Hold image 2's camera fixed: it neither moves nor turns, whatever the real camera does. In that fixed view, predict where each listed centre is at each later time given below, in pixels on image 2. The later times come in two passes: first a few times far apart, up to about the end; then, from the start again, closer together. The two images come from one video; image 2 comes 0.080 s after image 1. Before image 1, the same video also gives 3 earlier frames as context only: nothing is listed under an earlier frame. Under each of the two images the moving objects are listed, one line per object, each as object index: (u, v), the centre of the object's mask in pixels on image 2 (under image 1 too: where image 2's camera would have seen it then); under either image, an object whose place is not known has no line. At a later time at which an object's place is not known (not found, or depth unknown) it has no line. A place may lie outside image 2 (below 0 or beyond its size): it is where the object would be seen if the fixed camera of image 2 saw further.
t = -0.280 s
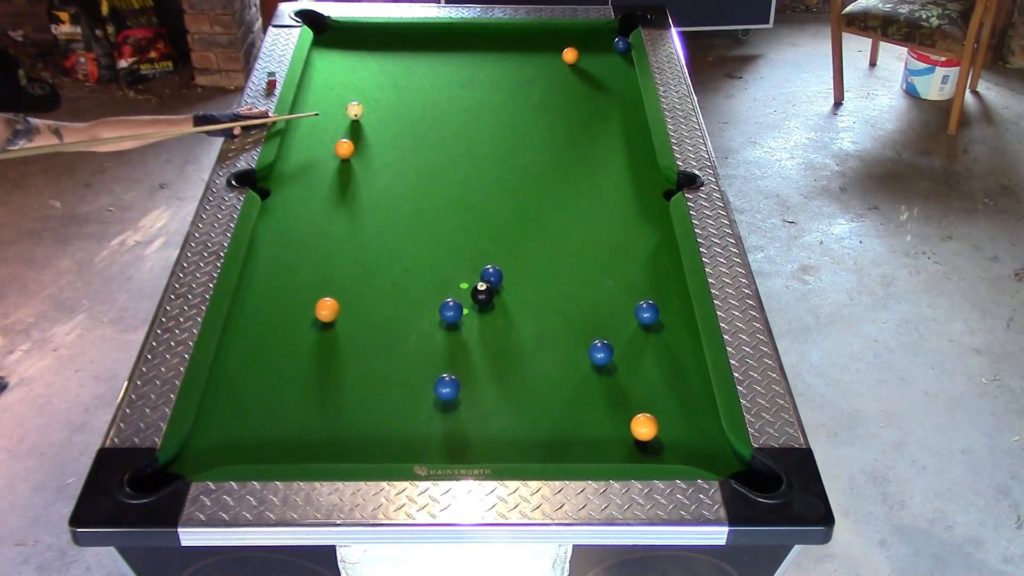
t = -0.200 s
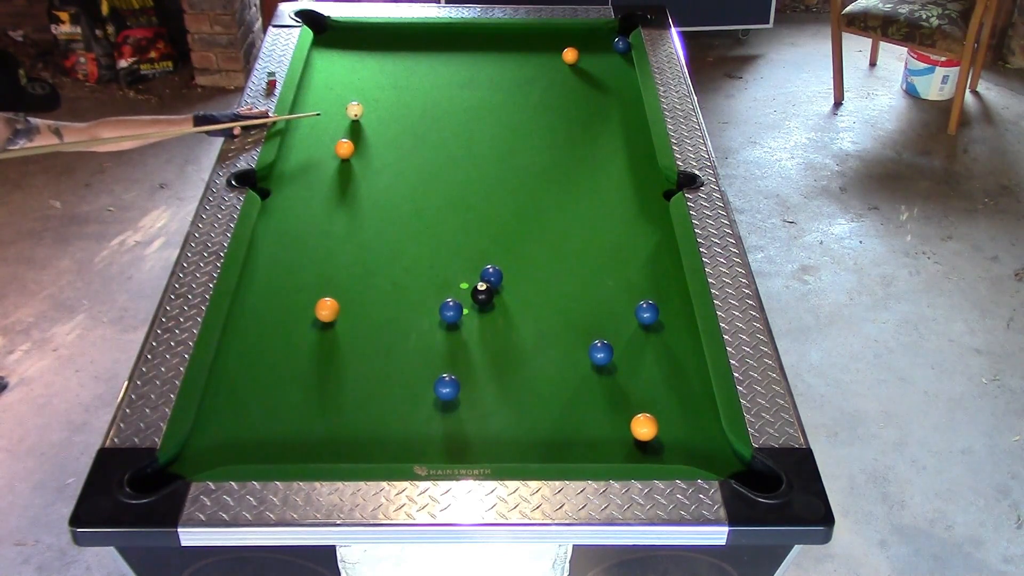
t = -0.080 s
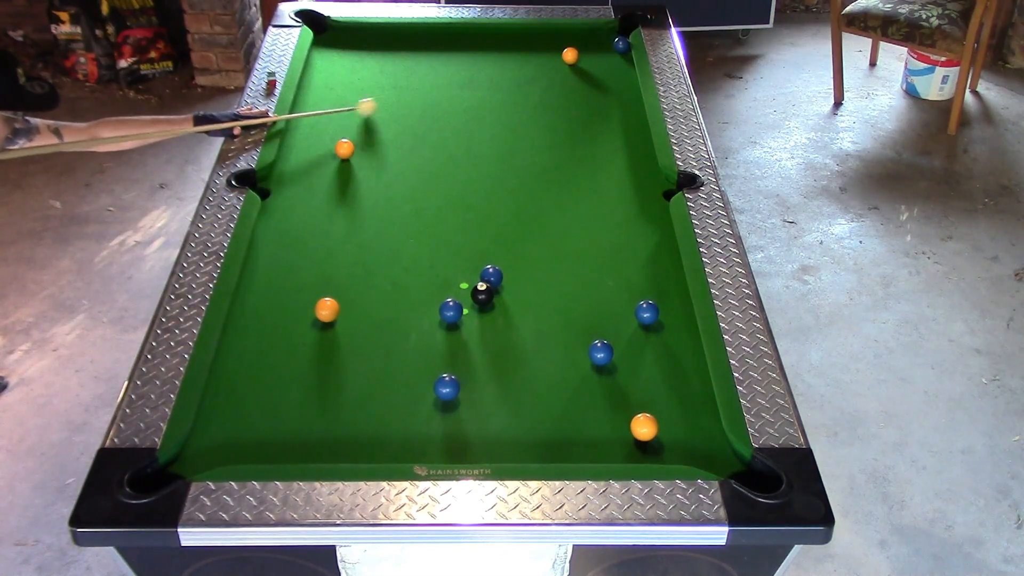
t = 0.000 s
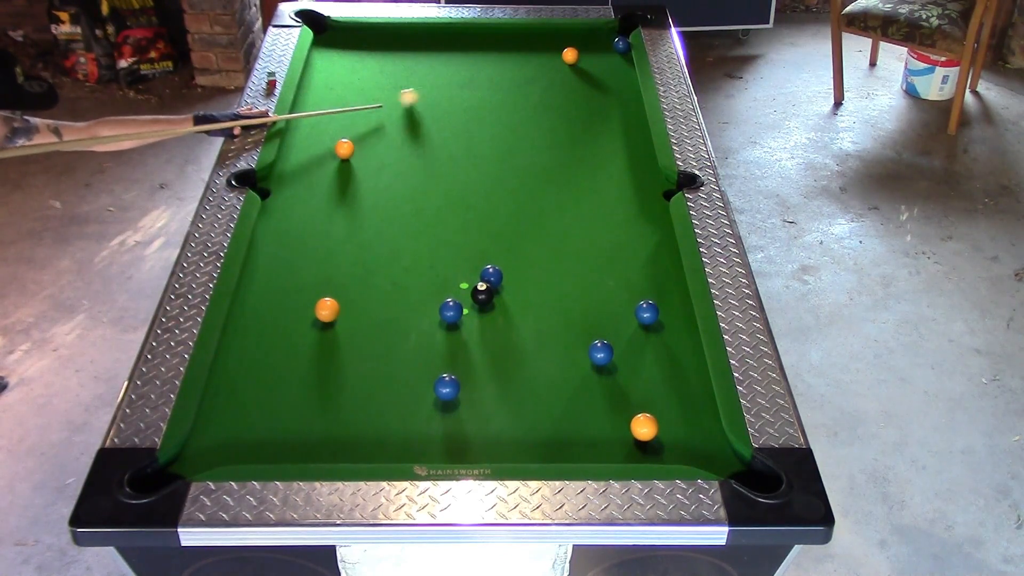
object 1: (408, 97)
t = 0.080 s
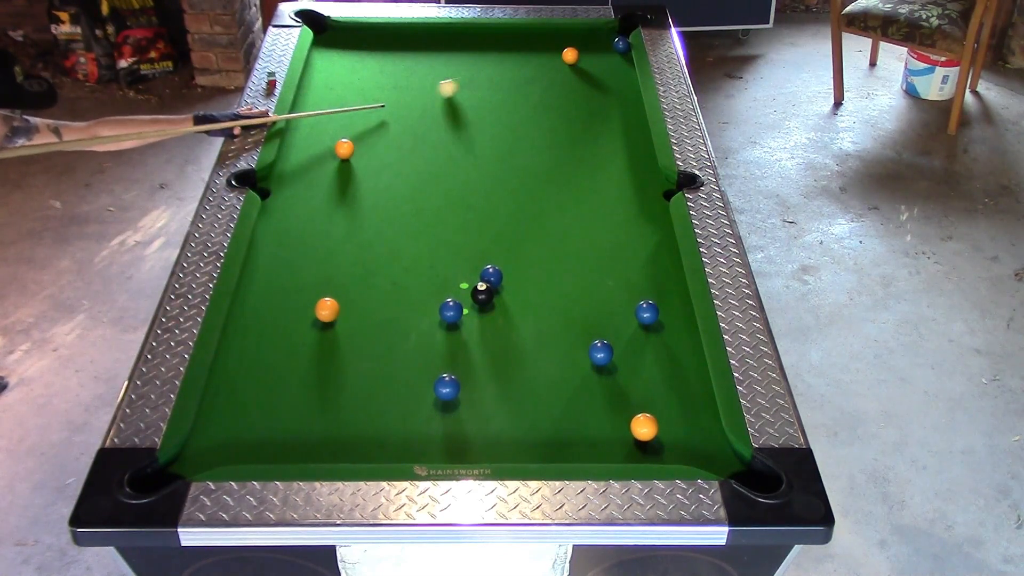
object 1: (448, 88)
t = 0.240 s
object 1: (521, 71)
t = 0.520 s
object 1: (590, 67)
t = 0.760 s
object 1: (625, 71)
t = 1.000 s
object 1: (602, 73)
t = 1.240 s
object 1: (580, 75)
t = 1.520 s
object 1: (558, 76)
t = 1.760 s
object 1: (542, 78)
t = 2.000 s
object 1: (528, 79)
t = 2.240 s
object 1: (516, 80)
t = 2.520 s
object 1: (506, 81)
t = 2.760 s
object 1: (499, 82)
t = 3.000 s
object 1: (496, 83)
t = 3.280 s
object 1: (494, 83)
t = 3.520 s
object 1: (494, 83)
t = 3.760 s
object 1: (494, 83)
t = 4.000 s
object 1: (494, 83)
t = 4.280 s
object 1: (494, 83)
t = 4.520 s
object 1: (494, 83)
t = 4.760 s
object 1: (494, 83)
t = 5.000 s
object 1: (494, 83)
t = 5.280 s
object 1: (494, 82)
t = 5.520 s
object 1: (494, 83)
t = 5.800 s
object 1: (494, 83)
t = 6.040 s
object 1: (494, 83)
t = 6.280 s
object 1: (494, 82)
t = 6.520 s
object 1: (494, 83)
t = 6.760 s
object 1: (494, 83)
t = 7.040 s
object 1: (494, 83)
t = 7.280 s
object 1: (494, 83)
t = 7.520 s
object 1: (494, 82)
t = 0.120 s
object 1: (466, 83)
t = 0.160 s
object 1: (485, 79)
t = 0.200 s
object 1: (503, 75)
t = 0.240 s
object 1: (521, 71)
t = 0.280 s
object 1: (538, 66)
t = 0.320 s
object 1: (555, 62)
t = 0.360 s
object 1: (563, 63)
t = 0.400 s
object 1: (569, 65)
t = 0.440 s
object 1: (575, 66)
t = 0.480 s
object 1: (583, 66)
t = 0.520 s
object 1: (590, 67)
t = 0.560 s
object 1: (597, 68)
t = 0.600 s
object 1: (604, 69)
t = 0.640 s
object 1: (611, 69)
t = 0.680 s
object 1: (618, 70)
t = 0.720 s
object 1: (625, 70)
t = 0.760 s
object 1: (625, 71)
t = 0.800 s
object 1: (621, 71)
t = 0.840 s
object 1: (617, 72)
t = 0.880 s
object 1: (613, 72)
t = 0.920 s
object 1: (609, 72)
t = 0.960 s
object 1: (605, 73)
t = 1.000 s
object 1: (602, 73)
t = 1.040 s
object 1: (598, 73)
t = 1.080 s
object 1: (594, 73)
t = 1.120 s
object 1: (591, 74)
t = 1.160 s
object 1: (587, 74)
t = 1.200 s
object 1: (583, 75)
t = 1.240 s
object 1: (580, 75)
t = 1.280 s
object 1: (577, 75)
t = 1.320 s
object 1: (573, 75)
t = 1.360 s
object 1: (570, 76)
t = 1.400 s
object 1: (567, 76)
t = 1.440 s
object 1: (564, 76)
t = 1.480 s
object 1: (561, 76)
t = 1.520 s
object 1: (558, 76)
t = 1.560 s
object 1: (555, 77)
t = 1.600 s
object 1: (552, 77)
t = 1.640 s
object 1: (550, 77)
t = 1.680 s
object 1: (547, 77)
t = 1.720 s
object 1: (544, 78)
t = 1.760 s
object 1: (542, 78)
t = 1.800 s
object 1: (539, 78)
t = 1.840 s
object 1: (537, 78)
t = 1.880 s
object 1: (534, 79)
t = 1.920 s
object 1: (532, 79)
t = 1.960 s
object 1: (530, 79)
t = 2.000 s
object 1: (528, 79)
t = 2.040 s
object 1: (526, 79)
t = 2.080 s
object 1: (523, 79)
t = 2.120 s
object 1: (521, 80)
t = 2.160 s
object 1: (520, 80)
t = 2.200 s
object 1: (518, 80)
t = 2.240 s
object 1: (516, 80)
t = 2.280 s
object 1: (514, 80)
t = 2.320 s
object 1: (513, 81)
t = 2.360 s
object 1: (511, 81)
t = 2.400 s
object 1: (510, 81)
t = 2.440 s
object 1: (508, 81)
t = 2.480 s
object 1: (507, 81)
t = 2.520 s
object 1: (506, 81)
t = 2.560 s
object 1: (504, 82)
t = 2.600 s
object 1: (503, 82)
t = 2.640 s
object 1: (502, 82)
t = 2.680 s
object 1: (501, 82)
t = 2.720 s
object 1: (500, 82)
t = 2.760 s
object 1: (499, 82)
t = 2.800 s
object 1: (499, 82)
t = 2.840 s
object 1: (498, 82)
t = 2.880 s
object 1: (497, 82)
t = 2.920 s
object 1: (497, 82)
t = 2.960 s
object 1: (496, 83)
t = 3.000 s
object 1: (496, 83)
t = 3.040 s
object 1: (495, 83)
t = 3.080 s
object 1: (495, 83)
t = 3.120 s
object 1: (495, 82)
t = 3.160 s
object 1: (494, 83)
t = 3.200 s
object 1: (494, 83)
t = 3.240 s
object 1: (494, 83)
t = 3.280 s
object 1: (494, 83)
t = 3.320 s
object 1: (494, 83)
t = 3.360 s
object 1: (494, 83)
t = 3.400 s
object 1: (494, 83)
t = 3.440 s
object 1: (494, 83)
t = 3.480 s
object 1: (494, 83)
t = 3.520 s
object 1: (494, 83)
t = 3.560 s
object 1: (494, 83)
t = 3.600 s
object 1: (494, 83)
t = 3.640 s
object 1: (494, 83)
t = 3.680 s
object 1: (494, 83)
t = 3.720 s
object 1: (494, 83)
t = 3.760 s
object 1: (494, 83)
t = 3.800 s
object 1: (494, 83)
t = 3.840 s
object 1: (494, 83)
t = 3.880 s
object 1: (494, 83)
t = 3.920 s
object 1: (494, 83)
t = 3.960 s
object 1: (494, 83)
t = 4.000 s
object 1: (494, 83)
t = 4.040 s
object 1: (494, 83)
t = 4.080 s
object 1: (494, 83)
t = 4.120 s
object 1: (494, 83)
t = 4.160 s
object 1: (494, 83)
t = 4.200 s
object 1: (494, 83)
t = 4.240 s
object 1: (494, 83)
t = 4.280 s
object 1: (494, 83)
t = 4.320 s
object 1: (494, 83)
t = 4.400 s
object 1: (494, 82)
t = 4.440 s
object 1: (494, 83)
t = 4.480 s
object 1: (494, 83)
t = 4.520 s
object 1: (494, 83)
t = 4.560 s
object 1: (494, 83)
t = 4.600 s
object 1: (494, 83)
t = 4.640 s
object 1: (494, 83)
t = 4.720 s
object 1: (494, 83)
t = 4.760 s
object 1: (494, 83)
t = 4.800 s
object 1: (494, 83)
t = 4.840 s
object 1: (494, 83)
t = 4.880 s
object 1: (494, 82)
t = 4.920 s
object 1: (494, 83)
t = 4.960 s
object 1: (494, 83)
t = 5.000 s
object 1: (494, 83)
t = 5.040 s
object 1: (494, 83)
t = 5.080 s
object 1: (494, 83)
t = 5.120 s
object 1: (494, 83)
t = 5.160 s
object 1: (494, 83)
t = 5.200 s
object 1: (494, 83)
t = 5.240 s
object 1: (494, 83)
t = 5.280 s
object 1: (494, 82)
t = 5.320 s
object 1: (494, 83)
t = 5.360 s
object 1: (494, 82)
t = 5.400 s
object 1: (494, 82)
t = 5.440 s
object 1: (494, 83)
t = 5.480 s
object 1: (494, 83)
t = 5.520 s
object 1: (494, 83)
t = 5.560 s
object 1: (494, 83)
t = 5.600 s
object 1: (494, 83)
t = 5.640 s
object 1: (494, 83)
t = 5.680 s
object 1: (494, 83)
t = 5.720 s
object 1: (494, 83)
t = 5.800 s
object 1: (494, 83)
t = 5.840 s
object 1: (494, 83)
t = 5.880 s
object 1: (494, 83)
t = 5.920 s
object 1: (494, 83)
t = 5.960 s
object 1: (494, 83)
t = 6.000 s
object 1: (494, 83)
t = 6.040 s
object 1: (494, 83)
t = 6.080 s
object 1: (494, 83)
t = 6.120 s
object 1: (494, 83)
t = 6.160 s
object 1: (494, 83)
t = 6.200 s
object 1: (494, 83)
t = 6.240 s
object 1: (494, 83)
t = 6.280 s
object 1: (494, 82)
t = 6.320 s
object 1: (494, 82)
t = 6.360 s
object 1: (494, 82)
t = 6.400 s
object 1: (494, 82)
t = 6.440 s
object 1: (494, 82)
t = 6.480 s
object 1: (494, 82)
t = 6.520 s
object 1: (494, 83)
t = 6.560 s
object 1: (494, 83)
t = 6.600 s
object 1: (494, 83)
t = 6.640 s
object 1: (494, 83)
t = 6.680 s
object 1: (494, 83)
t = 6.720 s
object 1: (494, 83)
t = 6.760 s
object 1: (494, 83)
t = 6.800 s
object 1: (494, 83)
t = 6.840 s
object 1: (494, 83)
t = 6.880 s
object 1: (494, 83)
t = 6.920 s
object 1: (494, 83)
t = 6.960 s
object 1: (494, 83)
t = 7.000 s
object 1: (494, 83)
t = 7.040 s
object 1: (494, 83)
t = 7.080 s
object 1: (494, 83)
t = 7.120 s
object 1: (494, 83)
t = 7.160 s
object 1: (494, 83)
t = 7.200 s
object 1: (494, 82)
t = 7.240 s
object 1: (494, 83)
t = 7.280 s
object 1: (494, 83)
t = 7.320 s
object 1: (494, 82)
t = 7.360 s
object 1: (494, 83)
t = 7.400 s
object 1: (494, 82)
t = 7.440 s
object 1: (494, 83)
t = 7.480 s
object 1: (494, 82)
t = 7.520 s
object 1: (494, 82)
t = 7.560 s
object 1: (494, 82)
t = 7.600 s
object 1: (494, 82)
